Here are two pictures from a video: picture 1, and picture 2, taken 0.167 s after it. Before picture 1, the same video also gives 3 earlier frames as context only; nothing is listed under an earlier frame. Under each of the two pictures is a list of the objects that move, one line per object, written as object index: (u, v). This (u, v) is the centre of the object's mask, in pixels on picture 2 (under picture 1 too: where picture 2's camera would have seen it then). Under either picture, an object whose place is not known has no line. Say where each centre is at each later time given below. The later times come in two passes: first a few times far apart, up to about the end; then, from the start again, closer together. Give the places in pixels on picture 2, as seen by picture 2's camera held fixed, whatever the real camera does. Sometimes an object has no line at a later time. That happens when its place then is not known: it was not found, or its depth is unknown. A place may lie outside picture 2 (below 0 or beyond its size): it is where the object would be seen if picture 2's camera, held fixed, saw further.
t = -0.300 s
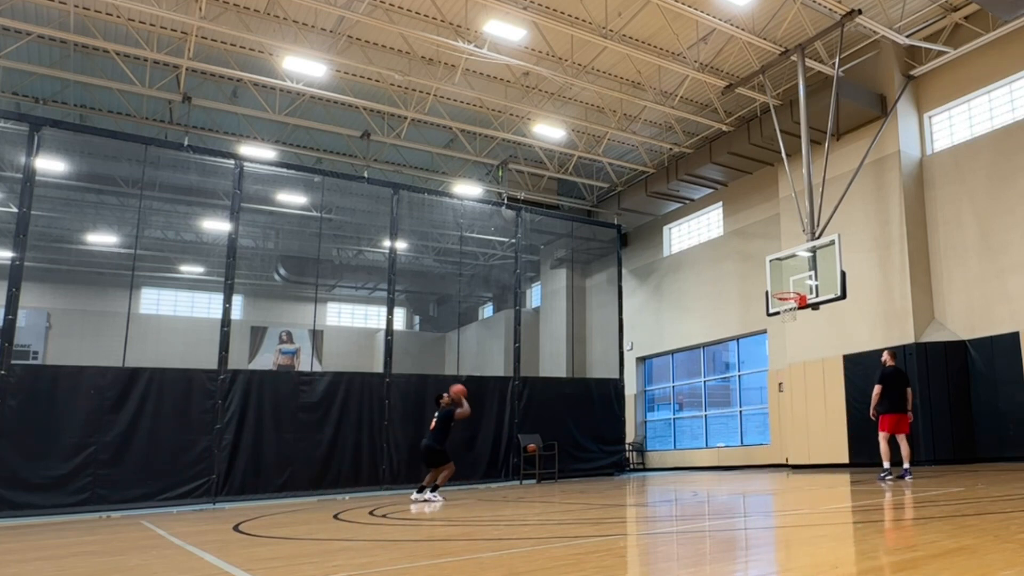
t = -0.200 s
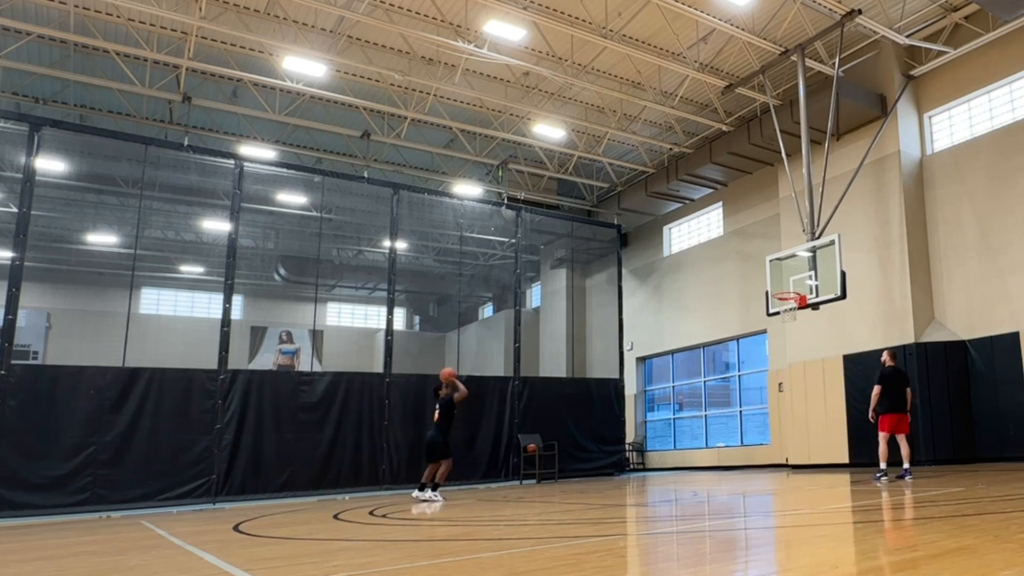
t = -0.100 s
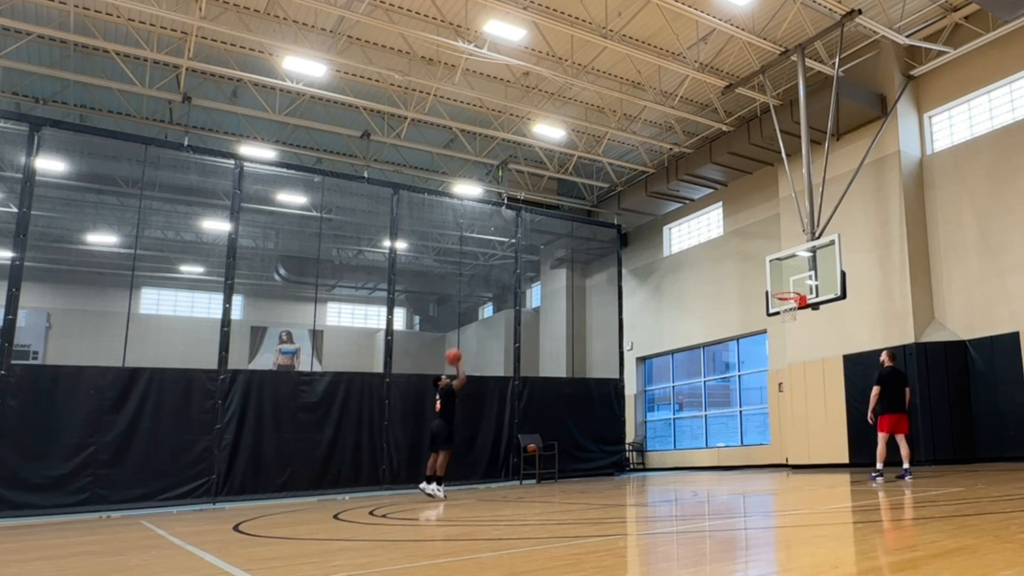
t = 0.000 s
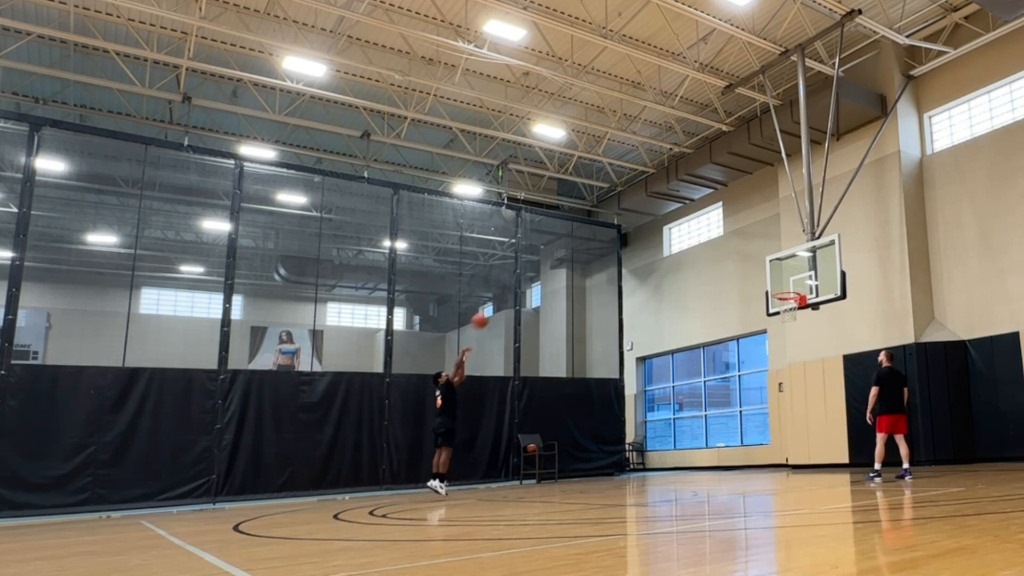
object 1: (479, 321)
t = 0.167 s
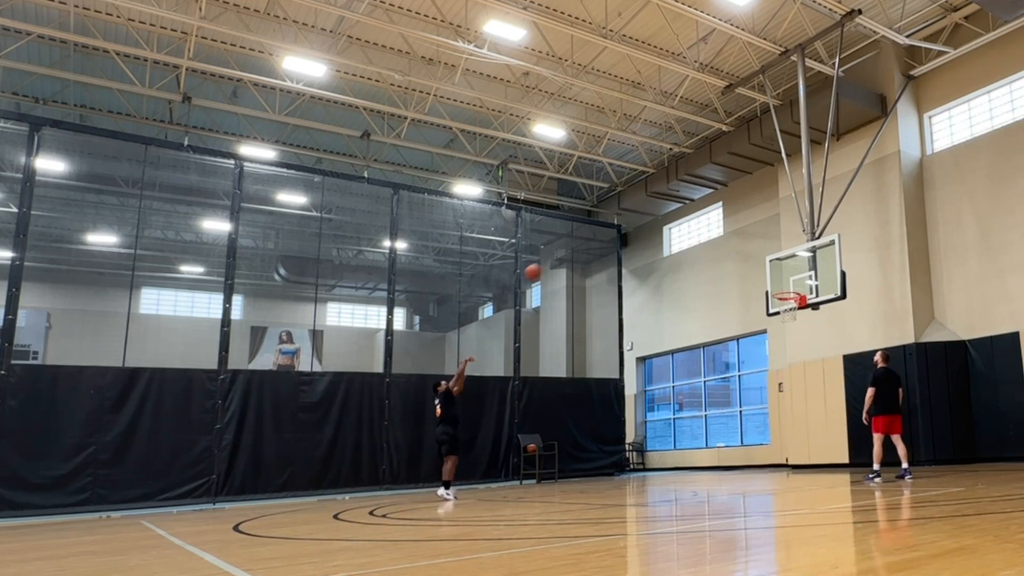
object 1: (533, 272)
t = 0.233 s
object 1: (554, 257)
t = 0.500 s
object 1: (631, 228)
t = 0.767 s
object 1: (705, 239)
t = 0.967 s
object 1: (758, 272)
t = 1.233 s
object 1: (783, 303)
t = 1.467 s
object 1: (775, 310)
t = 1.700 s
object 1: (782, 331)
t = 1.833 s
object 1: (788, 358)
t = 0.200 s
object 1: (543, 264)
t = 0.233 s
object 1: (554, 257)
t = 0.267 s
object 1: (563, 252)
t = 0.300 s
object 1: (573, 246)
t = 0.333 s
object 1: (583, 241)
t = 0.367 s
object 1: (593, 237)
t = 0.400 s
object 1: (603, 234)
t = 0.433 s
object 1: (613, 231)
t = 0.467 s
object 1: (622, 230)
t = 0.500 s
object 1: (631, 228)
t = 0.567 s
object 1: (649, 227)
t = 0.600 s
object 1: (658, 227)
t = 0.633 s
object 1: (667, 228)
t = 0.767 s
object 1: (705, 239)
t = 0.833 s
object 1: (723, 247)
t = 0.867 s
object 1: (731, 253)
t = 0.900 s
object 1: (740, 259)
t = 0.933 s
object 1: (749, 265)
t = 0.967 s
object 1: (758, 272)
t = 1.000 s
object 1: (767, 279)
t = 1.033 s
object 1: (776, 287)
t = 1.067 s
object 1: (783, 291)
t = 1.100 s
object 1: (789, 293)
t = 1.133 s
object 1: (793, 298)
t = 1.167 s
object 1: (790, 299)
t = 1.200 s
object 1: (786, 302)
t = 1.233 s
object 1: (783, 303)
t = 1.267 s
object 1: (779, 307)
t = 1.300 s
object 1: (778, 307)
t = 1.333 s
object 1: (778, 308)
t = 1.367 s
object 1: (777, 308)
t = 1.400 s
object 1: (775, 309)
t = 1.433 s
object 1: (775, 310)
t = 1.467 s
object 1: (775, 310)
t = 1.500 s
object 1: (776, 312)
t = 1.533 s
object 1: (776, 313)
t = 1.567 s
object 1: (777, 316)
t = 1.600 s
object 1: (778, 319)
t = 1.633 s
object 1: (780, 322)
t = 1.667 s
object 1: (781, 326)
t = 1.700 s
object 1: (782, 331)
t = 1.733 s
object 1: (784, 336)
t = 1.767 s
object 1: (785, 343)
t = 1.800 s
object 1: (787, 350)
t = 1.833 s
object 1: (788, 358)
